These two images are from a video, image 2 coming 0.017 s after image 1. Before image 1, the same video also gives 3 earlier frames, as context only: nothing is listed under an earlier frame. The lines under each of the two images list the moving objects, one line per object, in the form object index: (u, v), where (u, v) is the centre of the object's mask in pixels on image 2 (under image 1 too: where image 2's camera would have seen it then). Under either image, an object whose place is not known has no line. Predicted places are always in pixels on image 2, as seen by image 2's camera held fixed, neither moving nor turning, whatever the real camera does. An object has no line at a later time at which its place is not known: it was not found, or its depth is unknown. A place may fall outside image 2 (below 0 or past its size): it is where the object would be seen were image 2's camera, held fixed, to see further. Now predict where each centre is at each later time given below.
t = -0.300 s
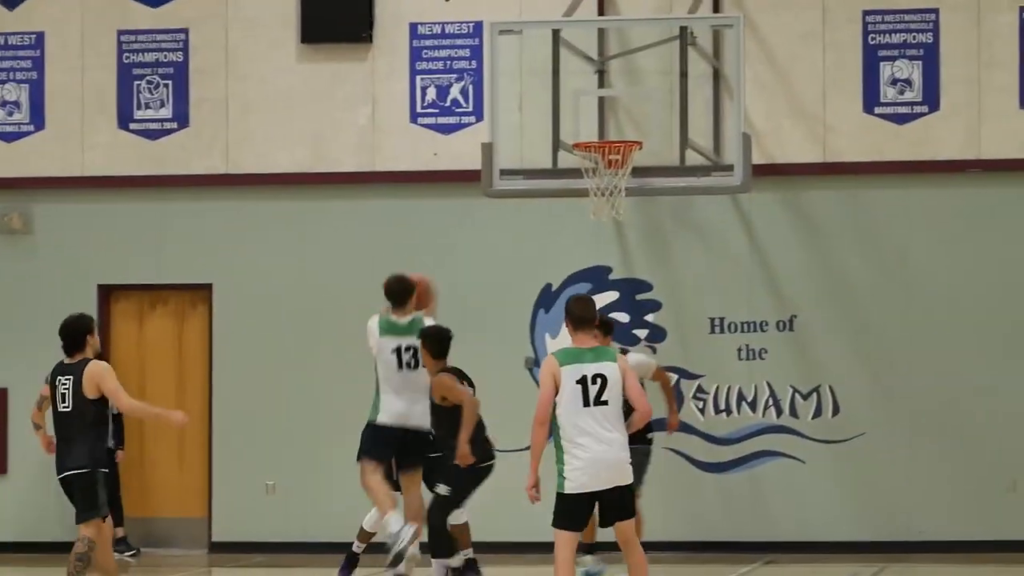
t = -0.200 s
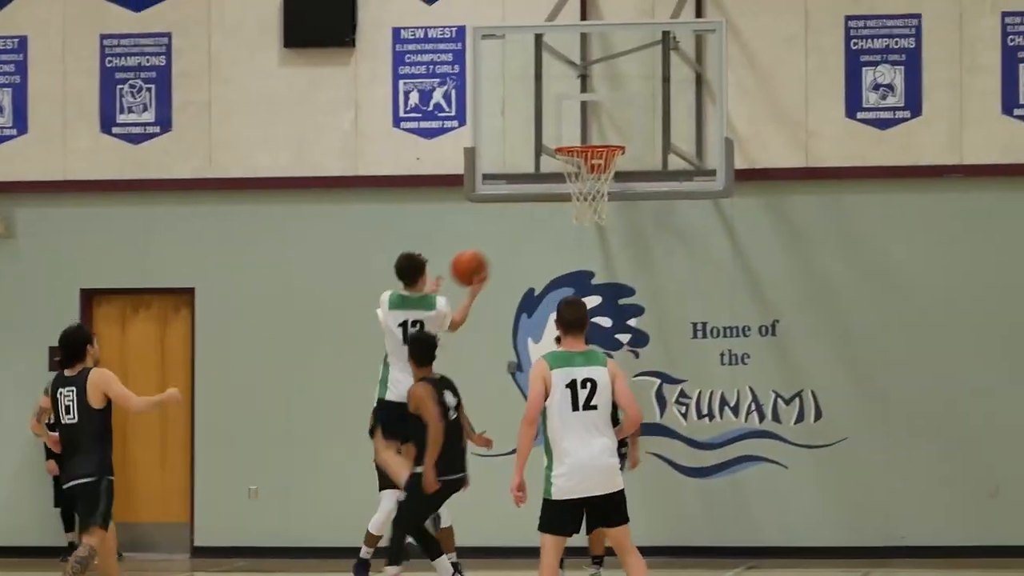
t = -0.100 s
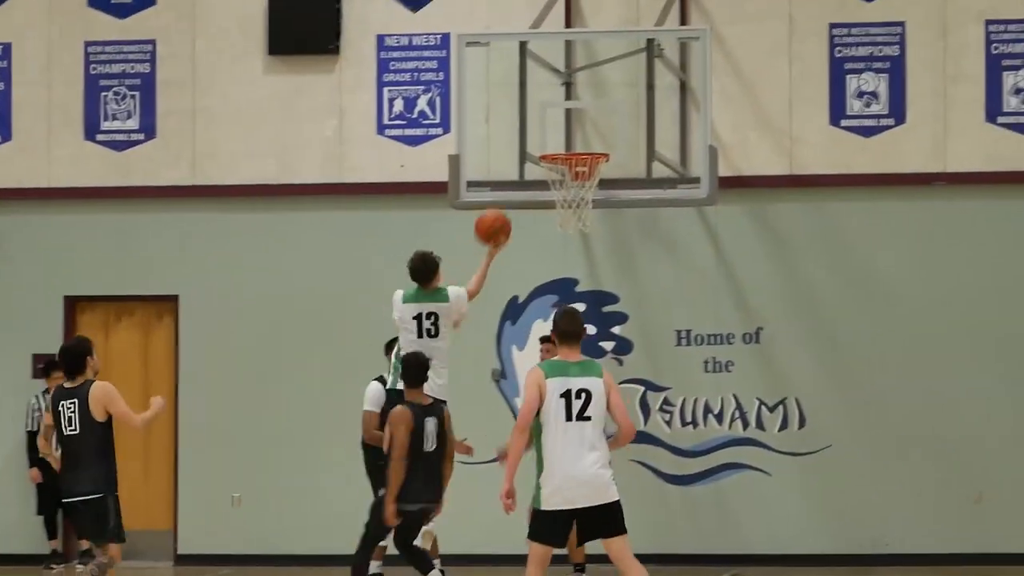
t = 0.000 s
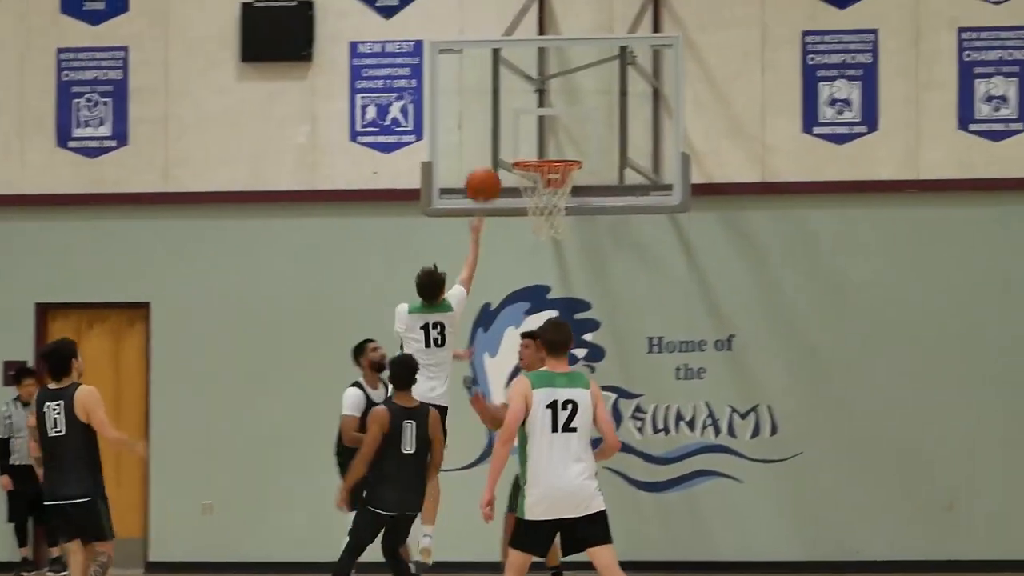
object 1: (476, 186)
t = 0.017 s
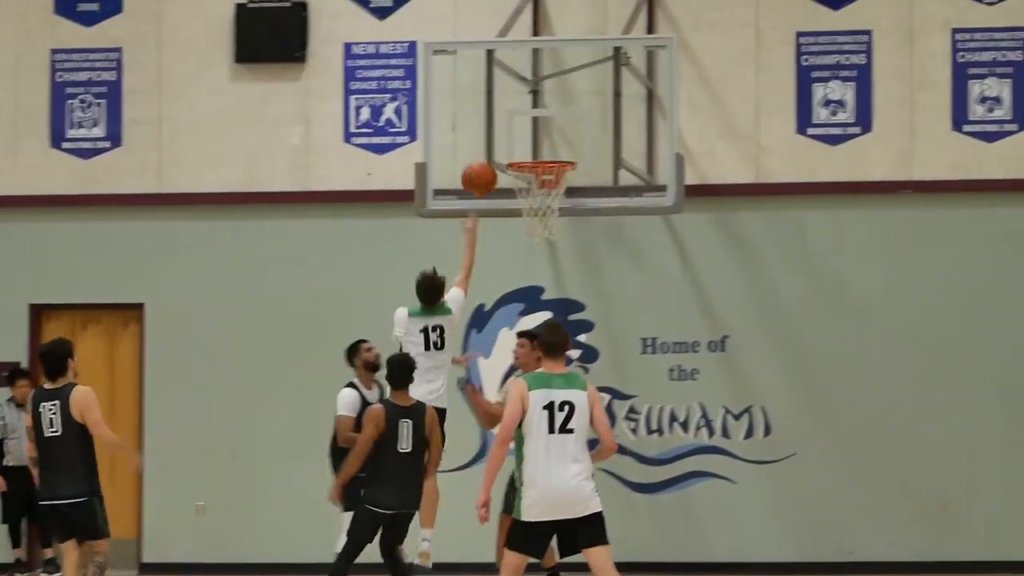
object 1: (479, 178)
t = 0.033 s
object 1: (482, 172)
